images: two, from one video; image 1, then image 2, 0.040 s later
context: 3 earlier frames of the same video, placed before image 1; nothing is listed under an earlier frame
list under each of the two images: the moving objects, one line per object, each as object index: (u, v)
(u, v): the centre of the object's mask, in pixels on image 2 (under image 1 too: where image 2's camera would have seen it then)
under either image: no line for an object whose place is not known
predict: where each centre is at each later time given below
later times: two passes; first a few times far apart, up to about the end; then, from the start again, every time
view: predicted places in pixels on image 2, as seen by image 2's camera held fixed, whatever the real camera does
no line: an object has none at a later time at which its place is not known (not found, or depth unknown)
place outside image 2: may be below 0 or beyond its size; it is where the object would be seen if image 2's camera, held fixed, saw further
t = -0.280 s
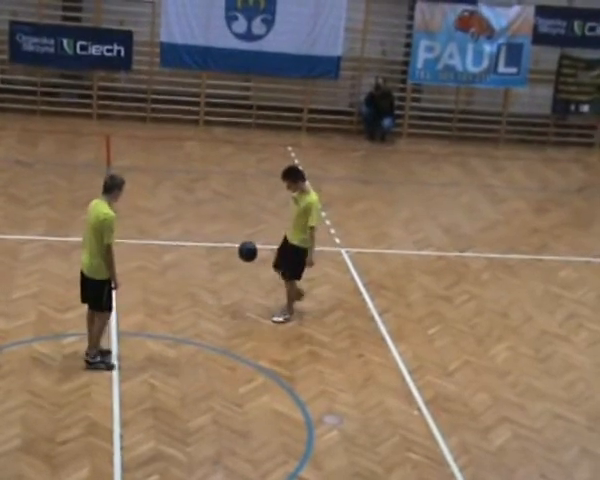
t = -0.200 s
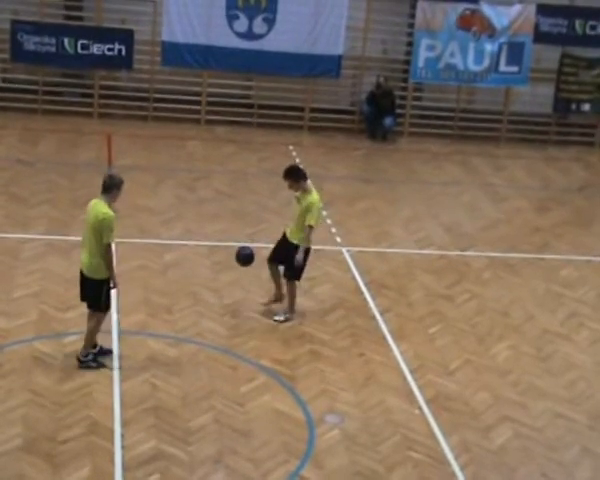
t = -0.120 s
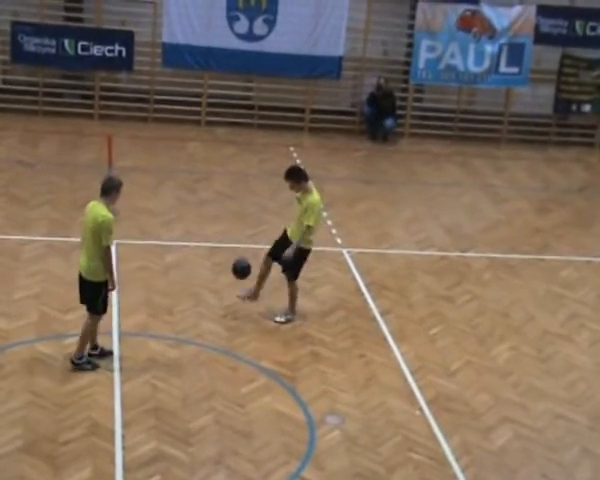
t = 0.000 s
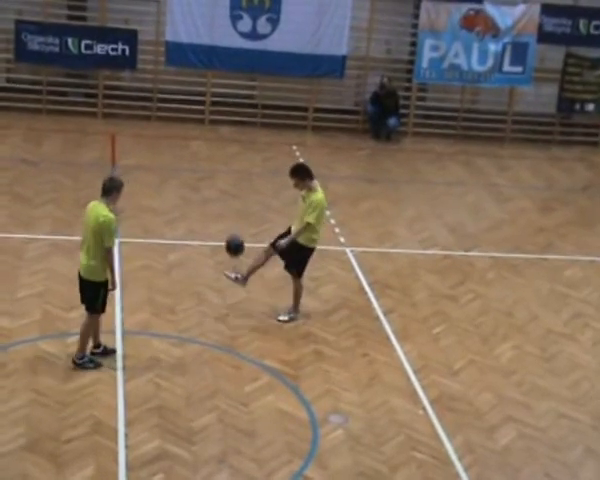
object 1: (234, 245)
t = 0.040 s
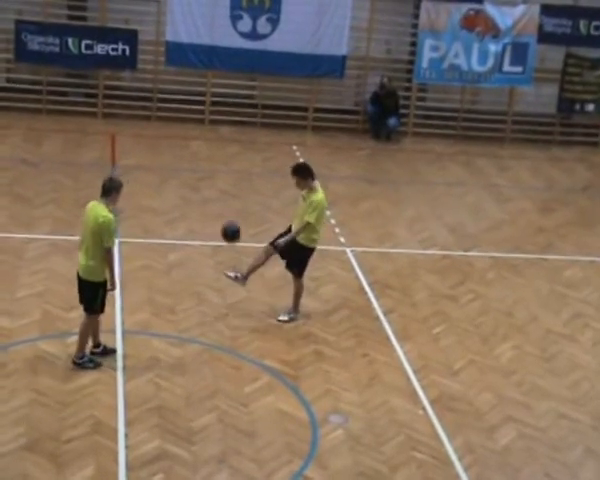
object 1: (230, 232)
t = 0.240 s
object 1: (209, 184)
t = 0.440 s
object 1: (184, 174)
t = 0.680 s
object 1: (148, 217)
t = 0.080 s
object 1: (226, 219)
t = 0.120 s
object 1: (222, 209)
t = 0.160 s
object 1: (218, 199)
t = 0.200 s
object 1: (214, 190)
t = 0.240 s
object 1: (209, 184)
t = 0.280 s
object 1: (204, 179)
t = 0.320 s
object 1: (199, 176)
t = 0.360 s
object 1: (194, 173)
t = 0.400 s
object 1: (189, 172)
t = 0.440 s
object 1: (184, 174)
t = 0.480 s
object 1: (177, 177)
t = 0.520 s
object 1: (172, 181)
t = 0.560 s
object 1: (166, 187)
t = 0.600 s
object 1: (160, 195)
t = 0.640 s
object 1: (154, 205)
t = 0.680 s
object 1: (148, 217)
